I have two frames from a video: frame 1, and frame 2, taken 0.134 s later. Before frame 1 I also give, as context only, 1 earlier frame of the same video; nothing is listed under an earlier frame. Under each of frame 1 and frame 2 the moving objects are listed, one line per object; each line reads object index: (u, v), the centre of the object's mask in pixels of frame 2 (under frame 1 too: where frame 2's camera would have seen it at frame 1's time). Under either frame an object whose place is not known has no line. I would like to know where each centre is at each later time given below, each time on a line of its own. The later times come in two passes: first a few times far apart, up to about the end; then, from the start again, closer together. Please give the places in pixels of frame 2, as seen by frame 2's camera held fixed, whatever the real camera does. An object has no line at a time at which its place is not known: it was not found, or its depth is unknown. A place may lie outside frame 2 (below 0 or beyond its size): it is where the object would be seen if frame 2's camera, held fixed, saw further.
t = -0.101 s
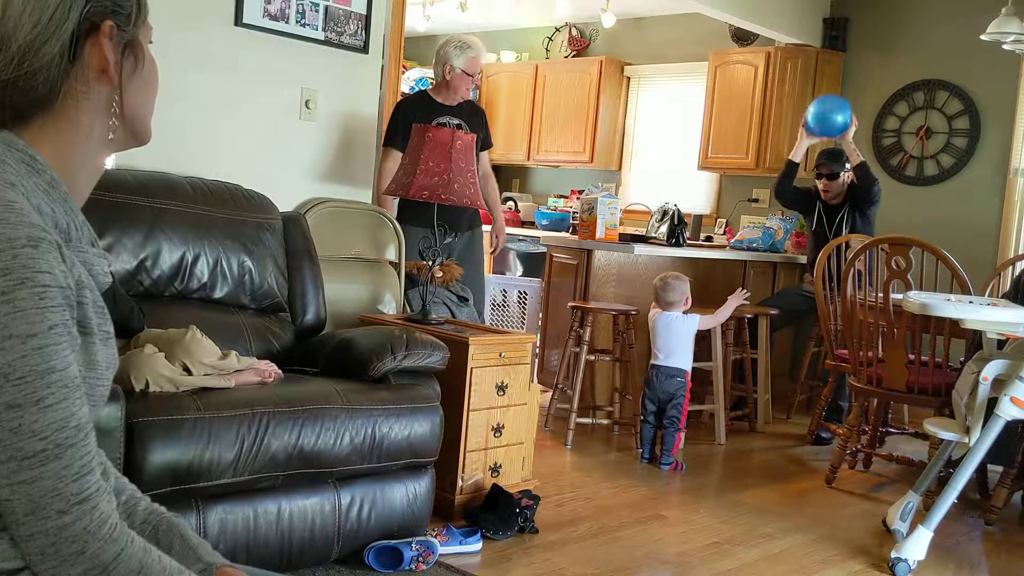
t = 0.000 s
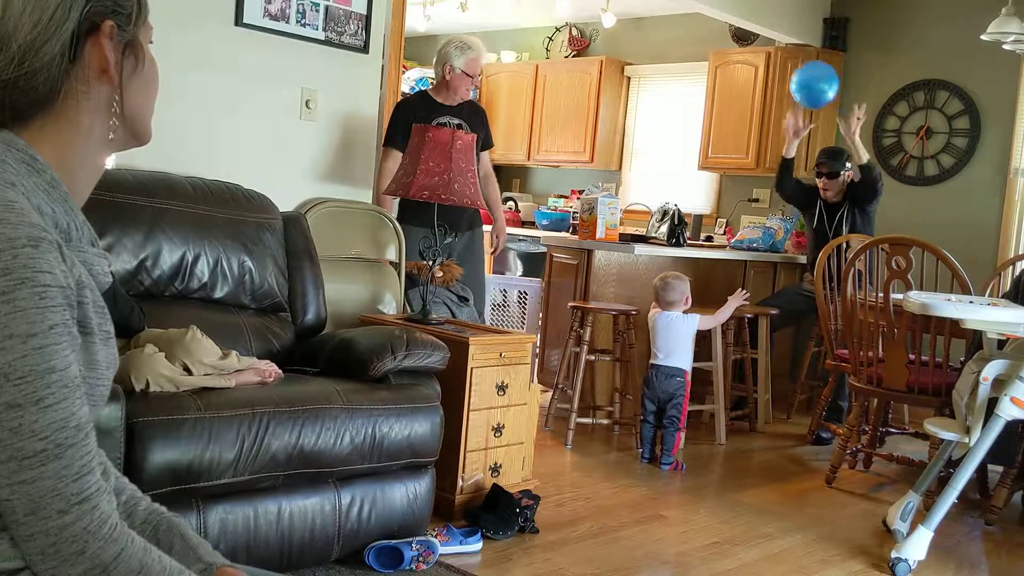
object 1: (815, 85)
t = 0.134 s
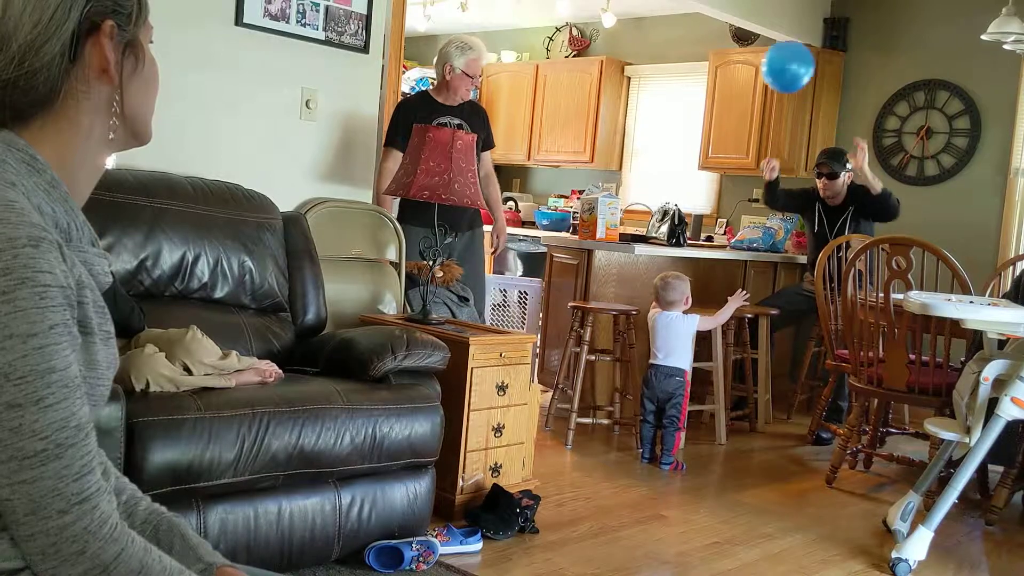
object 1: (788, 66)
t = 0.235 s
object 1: (763, 79)
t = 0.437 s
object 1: (698, 190)
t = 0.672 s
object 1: (581, 483)
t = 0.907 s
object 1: (518, 307)
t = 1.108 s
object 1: (459, 202)
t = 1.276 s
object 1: (391, 217)
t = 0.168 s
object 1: (780, 68)
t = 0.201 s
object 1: (772, 72)
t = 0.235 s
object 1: (763, 79)
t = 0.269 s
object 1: (753, 89)
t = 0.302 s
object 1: (743, 103)
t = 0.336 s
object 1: (733, 119)
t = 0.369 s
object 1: (722, 140)
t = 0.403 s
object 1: (710, 162)
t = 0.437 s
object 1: (698, 190)
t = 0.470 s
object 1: (681, 221)
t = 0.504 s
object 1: (666, 256)
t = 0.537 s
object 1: (649, 293)
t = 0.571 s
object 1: (633, 334)
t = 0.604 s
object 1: (616, 379)
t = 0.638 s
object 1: (600, 430)
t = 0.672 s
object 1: (581, 483)
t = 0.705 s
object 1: (565, 512)
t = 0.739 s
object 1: (559, 471)
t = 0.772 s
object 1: (551, 433)
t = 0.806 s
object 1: (543, 397)
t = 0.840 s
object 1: (535, 363)
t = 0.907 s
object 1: (518, 307)
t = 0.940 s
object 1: (509, 282)
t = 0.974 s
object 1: (499, 261)
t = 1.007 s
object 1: (490, 242)
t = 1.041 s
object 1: (480, 225)
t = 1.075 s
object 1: (470, 213)
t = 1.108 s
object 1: (459, 202)
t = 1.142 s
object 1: (448, 196)
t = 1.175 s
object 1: (435, 194)
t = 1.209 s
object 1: (421, 197)
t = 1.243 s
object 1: (407, 204)
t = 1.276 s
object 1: (391, 217)
